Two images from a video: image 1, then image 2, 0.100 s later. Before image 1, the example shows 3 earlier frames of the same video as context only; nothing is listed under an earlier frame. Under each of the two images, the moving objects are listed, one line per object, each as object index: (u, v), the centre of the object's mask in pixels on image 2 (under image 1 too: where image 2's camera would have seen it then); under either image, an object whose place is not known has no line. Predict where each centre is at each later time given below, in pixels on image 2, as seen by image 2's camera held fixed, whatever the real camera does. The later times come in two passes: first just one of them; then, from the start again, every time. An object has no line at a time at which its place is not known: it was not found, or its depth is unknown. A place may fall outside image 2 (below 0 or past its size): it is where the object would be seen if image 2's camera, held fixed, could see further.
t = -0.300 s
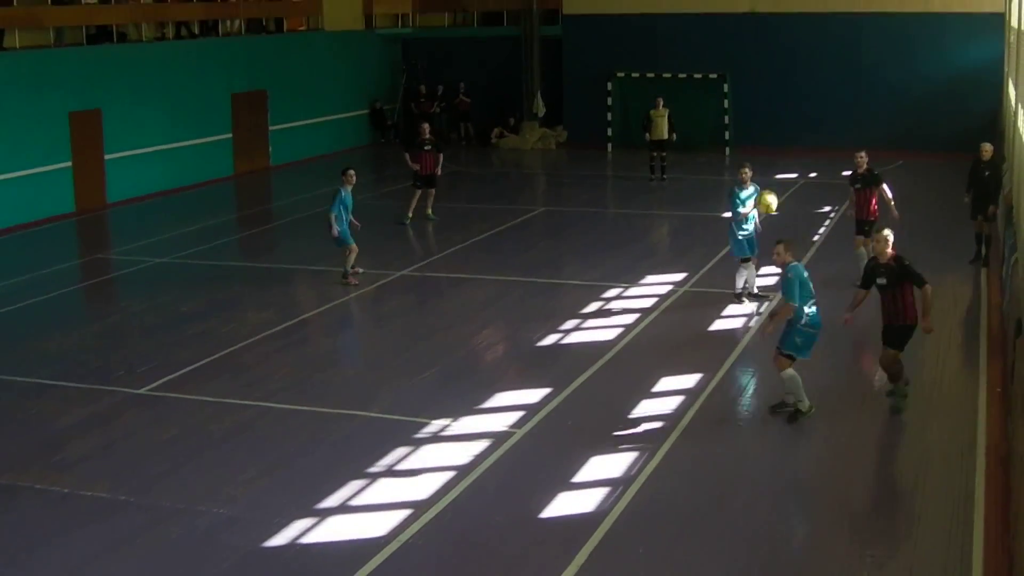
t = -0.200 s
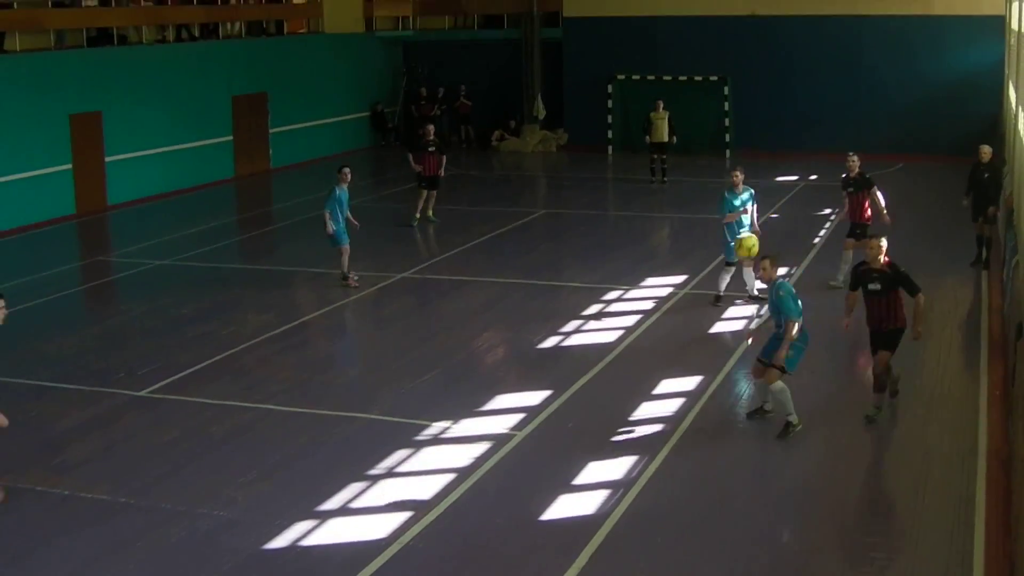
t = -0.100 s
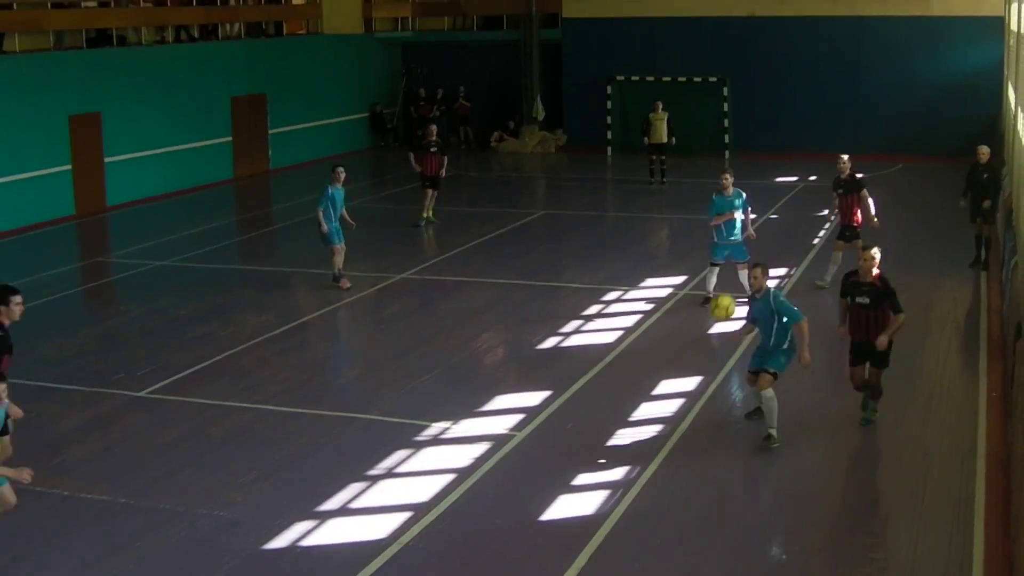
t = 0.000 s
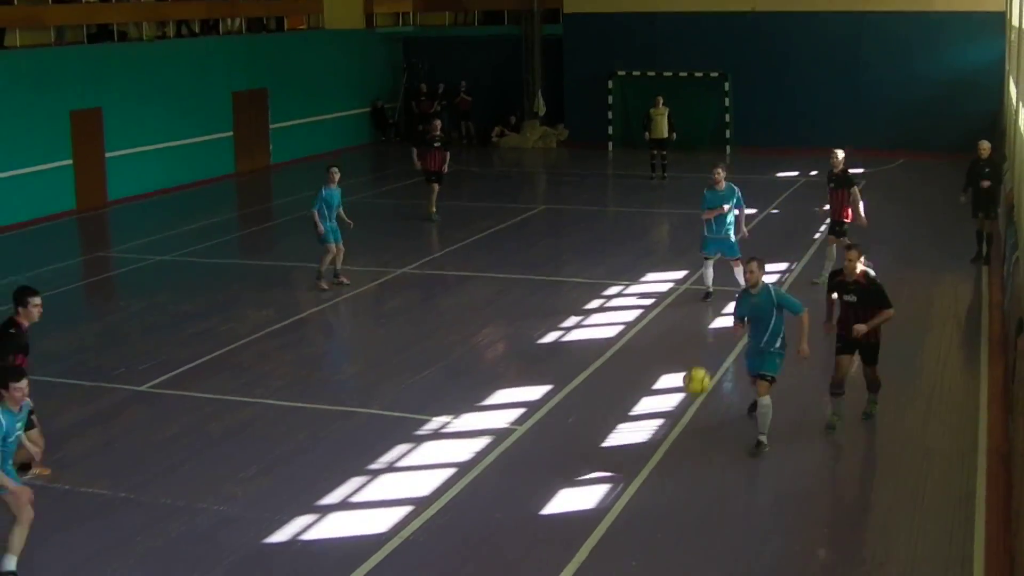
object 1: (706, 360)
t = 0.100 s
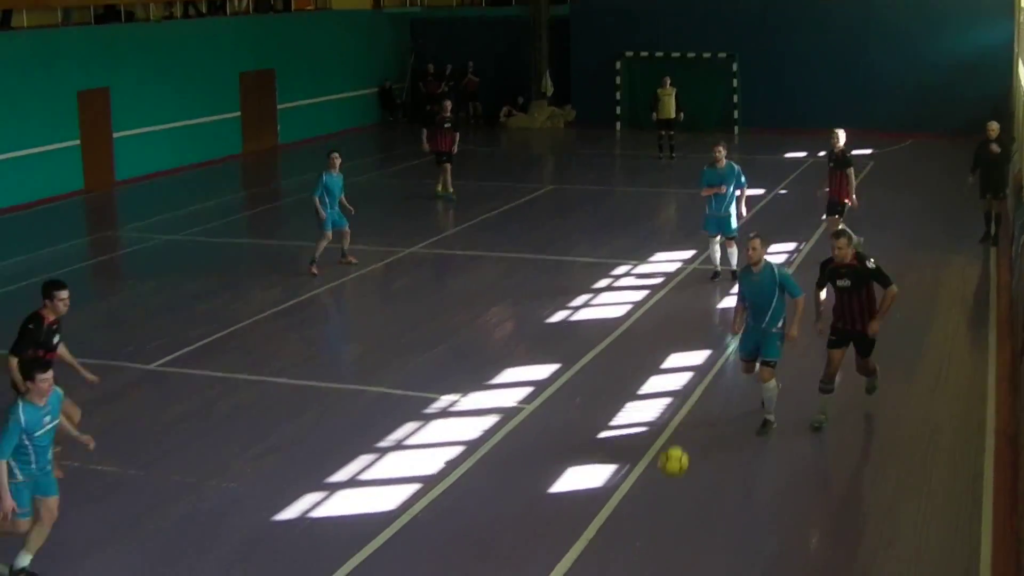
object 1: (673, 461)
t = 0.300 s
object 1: (623, 539)
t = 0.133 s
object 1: (662, 499)
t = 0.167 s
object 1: (651, 542)
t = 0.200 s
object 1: (644, 552)
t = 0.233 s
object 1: (637, 547)
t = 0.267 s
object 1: (630, 542)
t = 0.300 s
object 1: (623, 539)
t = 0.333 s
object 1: (615, 536)
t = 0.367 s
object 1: (607, 537)
